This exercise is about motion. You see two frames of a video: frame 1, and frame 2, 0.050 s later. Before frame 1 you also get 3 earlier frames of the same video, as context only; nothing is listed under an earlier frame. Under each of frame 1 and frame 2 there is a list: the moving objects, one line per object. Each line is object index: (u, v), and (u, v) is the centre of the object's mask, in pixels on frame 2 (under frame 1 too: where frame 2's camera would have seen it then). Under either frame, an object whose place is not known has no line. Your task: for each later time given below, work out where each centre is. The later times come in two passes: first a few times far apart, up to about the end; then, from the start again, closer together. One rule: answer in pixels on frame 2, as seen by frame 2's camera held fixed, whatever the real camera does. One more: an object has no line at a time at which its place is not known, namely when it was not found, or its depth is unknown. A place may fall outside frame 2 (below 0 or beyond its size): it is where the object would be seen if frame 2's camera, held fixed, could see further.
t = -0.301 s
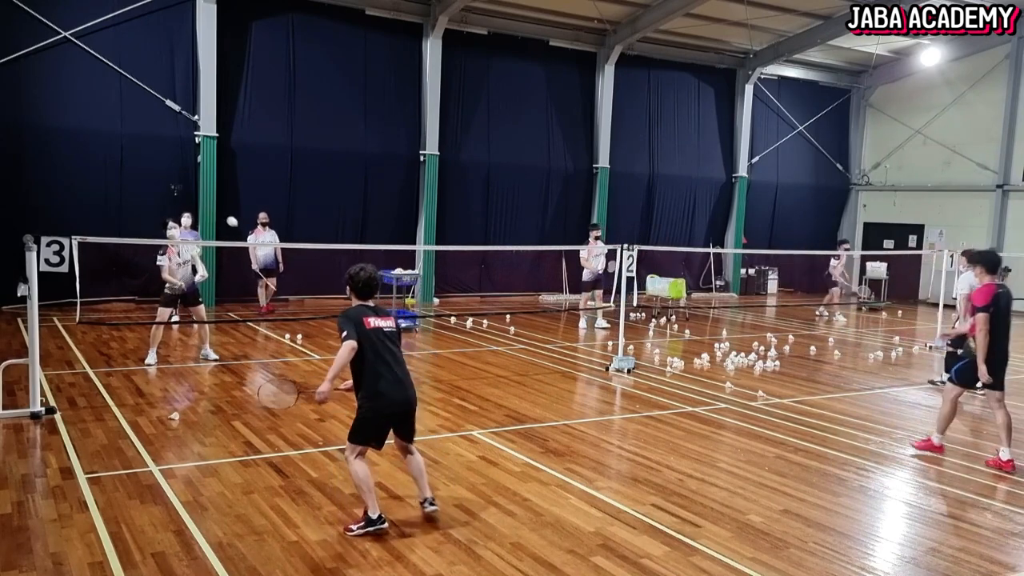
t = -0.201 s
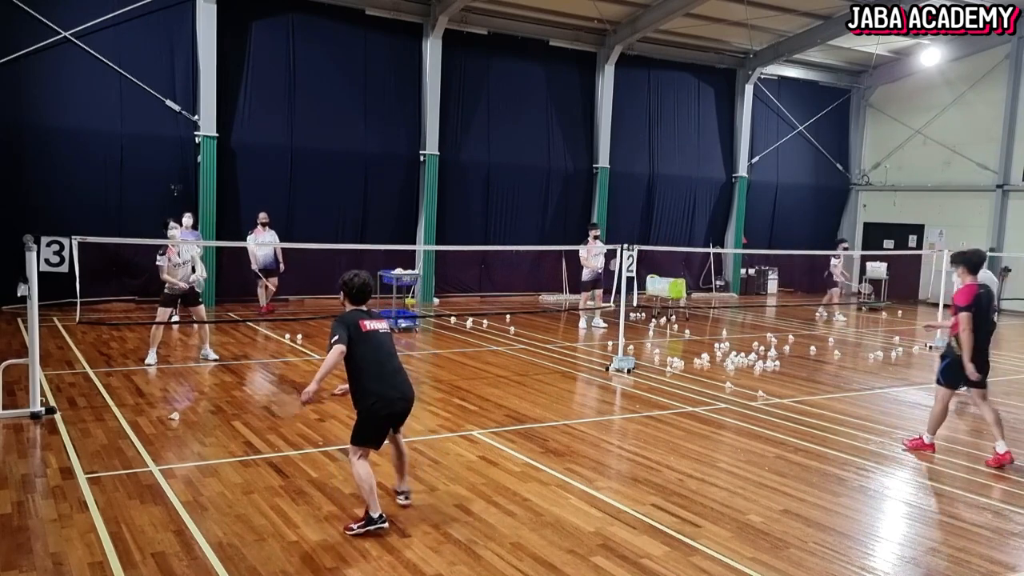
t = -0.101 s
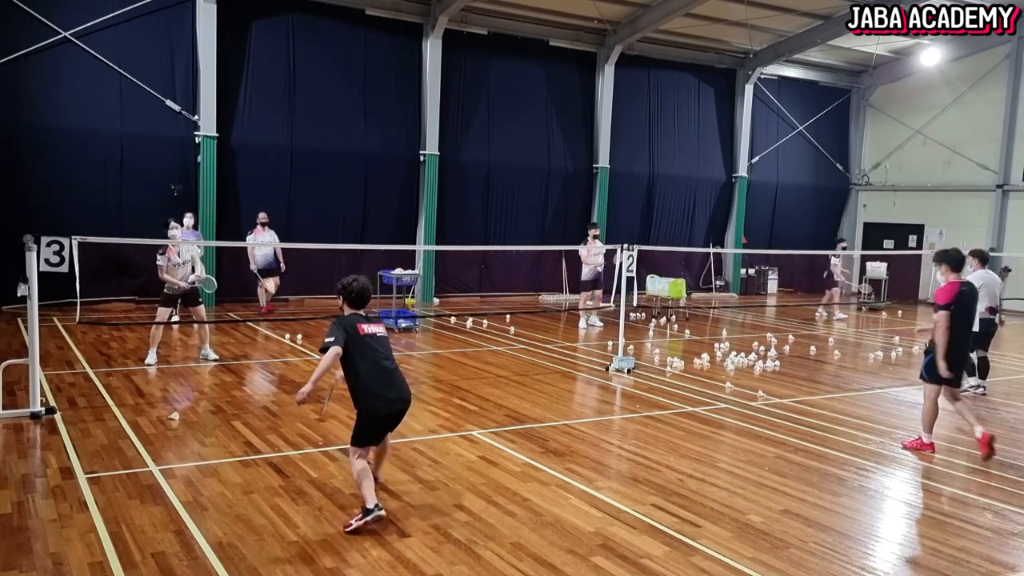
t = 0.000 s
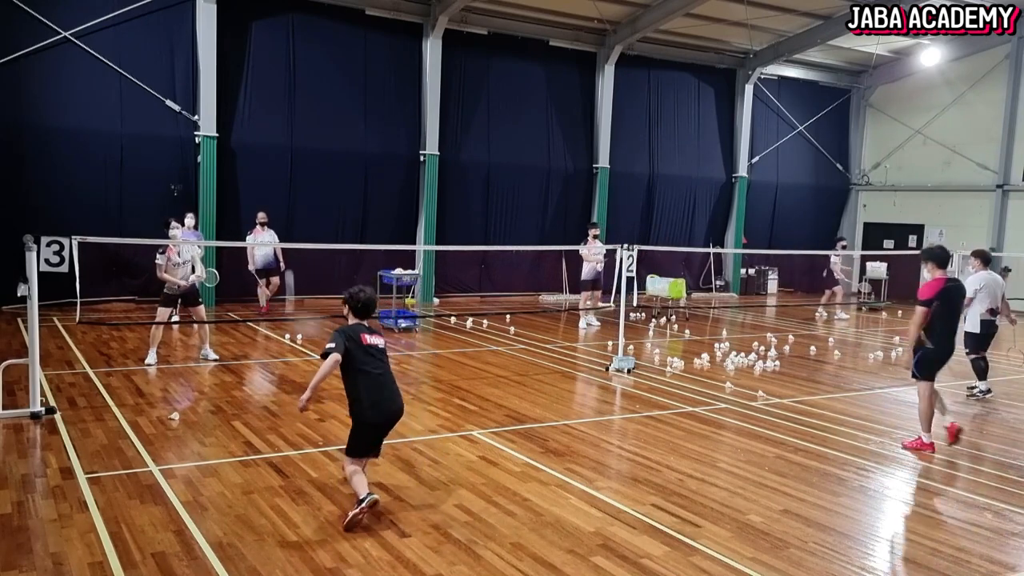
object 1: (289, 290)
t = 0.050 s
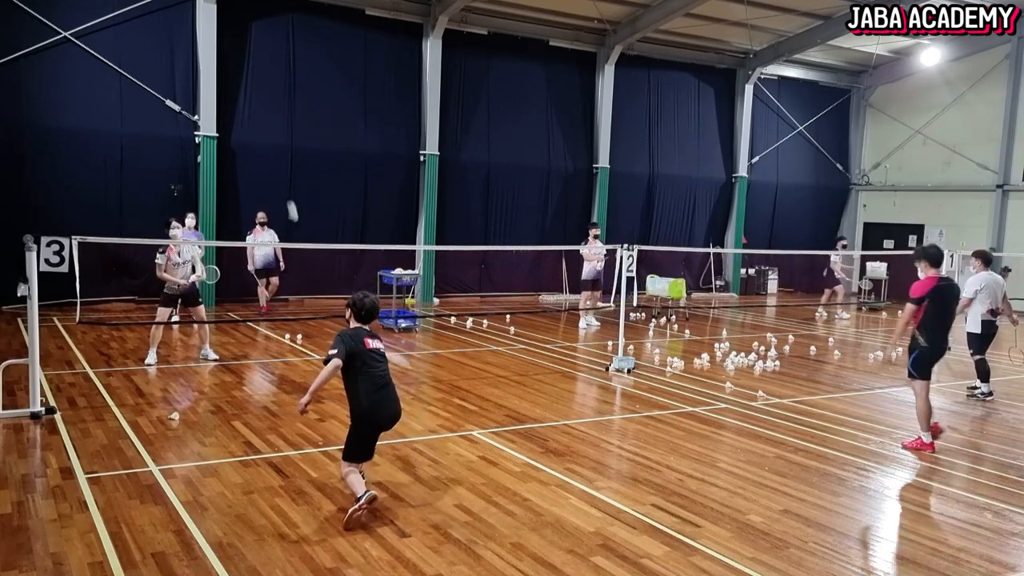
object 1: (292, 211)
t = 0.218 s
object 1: (286, 114)
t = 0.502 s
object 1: (285, 87)
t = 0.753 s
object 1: (286, 115)
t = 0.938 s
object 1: (287, 153)
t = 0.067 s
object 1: (288, 196)
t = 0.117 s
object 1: (287, 158)
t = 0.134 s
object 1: (287, 149)
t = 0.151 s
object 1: (287, 140)
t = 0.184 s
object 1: (286, 126)
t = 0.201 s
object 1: (286, 120)
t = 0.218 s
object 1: (286, 114)
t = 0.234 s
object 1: (286, 110)
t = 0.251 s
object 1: (286, 106)
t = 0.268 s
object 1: (285, 102)
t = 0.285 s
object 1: (285, 99)
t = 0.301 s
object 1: (285, 97)
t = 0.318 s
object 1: (285, 95)
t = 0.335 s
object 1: (285, 92)
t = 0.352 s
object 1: (285, 91)
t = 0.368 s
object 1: (285, 90)
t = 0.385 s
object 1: (285, 88)
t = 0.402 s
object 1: (285, 88)
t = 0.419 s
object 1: (285, 87)
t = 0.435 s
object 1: (285, 87)
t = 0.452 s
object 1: (285, 86)
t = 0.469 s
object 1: (285, 86)
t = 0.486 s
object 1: (285, 87)
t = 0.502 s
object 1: (285, 87)
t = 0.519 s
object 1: (285, 88)
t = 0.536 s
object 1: (285, 89)
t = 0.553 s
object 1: (285, 90)
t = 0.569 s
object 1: (285, 91)
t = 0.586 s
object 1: (285, 93)
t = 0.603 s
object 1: (285, 94)
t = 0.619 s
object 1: (285, 96)
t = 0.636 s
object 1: (285, 98)
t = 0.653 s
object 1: (285, 100)
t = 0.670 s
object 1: (285, 102)
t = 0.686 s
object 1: (285, 105)
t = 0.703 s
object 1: (286, 107)
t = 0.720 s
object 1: (286, 110)
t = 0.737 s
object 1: (286, 112)
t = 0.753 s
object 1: (286, 115)
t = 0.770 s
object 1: (286, 118)
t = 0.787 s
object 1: (286, 121)
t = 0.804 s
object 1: (286, 125)
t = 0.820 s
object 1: (286, 128)
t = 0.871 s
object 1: (286, 138)
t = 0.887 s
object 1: (286, 142)
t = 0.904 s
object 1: (286, 146)
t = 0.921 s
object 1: (287, 149)
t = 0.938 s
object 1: (287, 153)
